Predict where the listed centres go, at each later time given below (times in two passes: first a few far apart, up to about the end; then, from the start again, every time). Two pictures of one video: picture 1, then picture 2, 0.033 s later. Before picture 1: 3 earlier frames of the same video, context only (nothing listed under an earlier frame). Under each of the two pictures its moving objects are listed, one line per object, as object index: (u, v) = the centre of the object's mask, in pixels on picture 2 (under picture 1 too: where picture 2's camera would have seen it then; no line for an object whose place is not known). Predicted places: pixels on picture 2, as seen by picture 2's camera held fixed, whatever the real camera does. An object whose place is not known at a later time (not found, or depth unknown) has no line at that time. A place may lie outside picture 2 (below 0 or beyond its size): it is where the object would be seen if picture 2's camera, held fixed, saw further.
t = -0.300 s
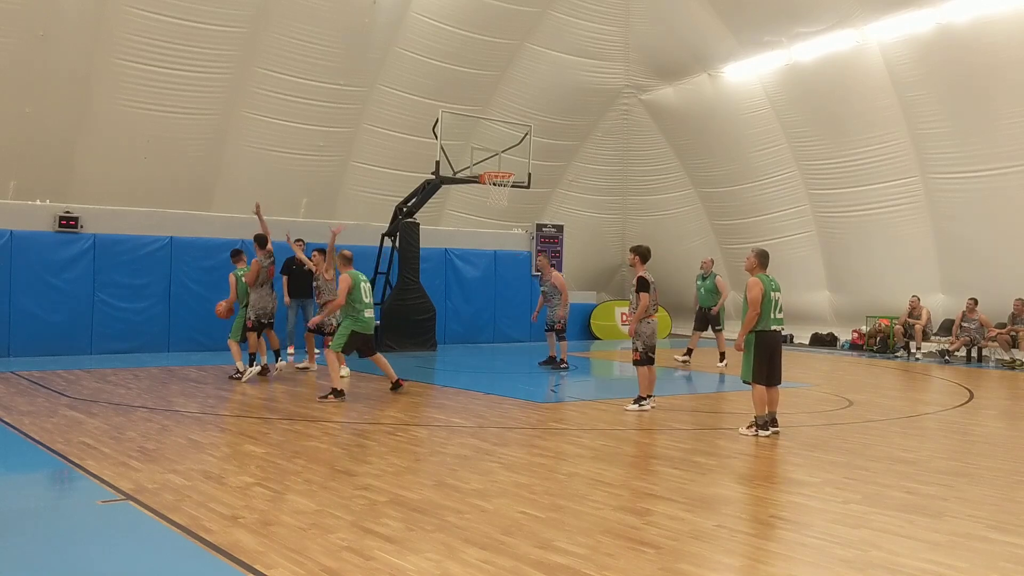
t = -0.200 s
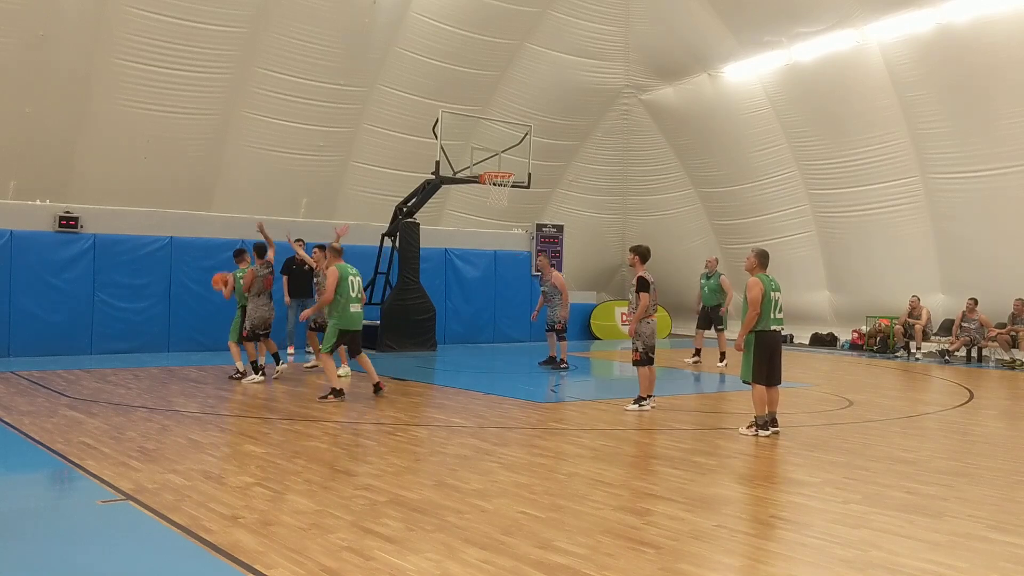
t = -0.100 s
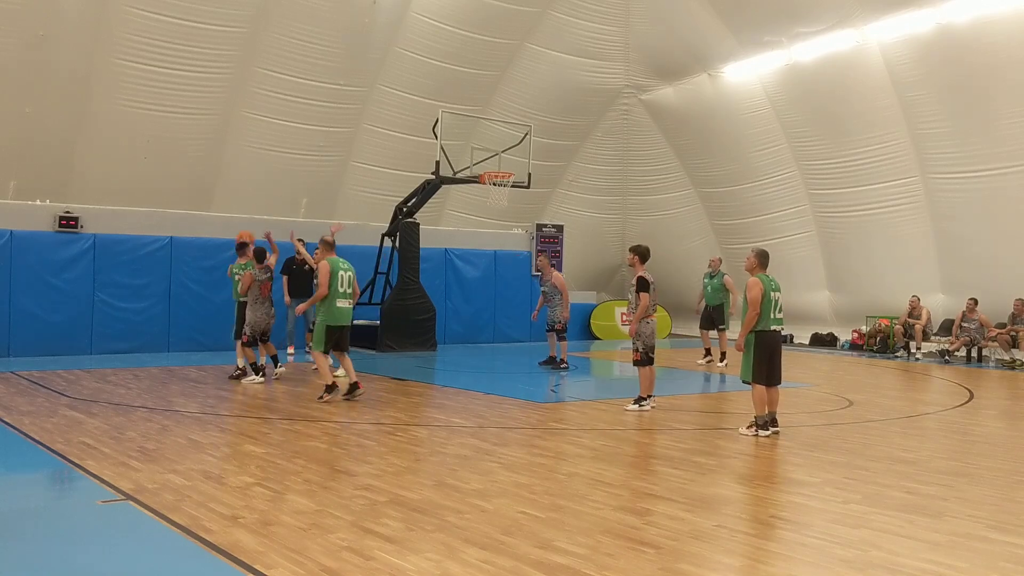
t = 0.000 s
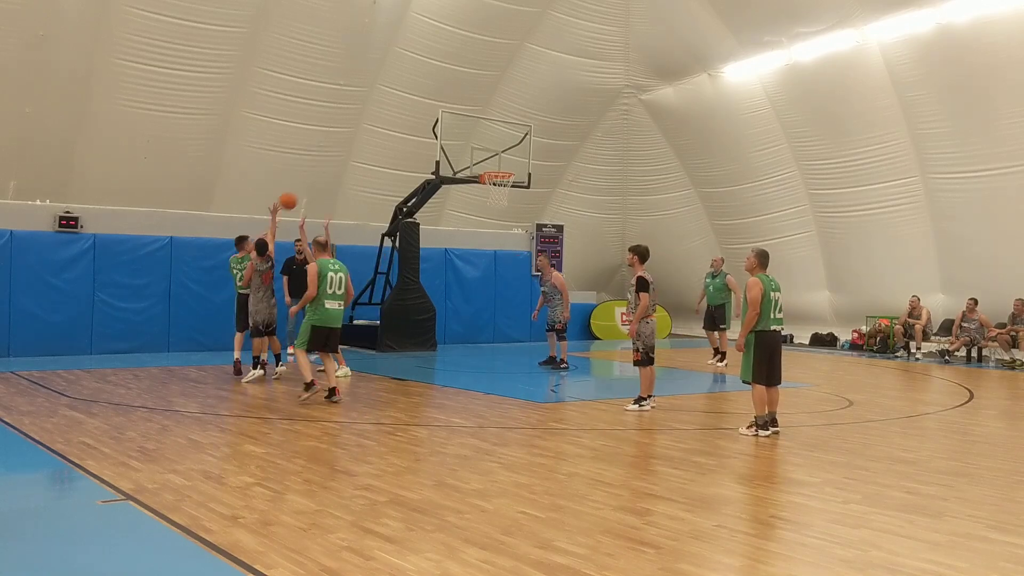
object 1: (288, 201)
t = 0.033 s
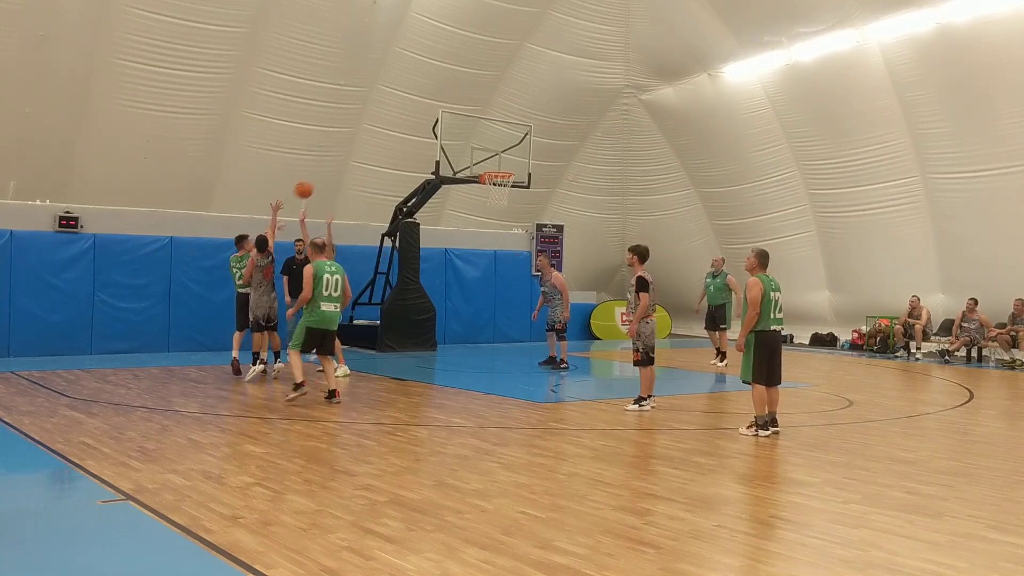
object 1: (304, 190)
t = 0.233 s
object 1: (393, 140)
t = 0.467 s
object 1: (491, 117)
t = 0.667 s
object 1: (568, 127)
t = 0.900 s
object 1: (650, 168)
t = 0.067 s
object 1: (319, 179)
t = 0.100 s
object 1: (334, 169)
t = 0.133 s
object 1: (350, 160)
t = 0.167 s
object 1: (364, 153)
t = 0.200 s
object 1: (379, 146)
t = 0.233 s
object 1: (393, 140)
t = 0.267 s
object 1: (408, 134)
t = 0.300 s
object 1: (422, 129)
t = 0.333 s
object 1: (436, 125)
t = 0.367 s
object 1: (451, 122)
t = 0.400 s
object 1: (464, 120)
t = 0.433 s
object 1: (478, 118)
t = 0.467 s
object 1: (491, 117)
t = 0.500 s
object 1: (504, 117)
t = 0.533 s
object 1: (517, 117)
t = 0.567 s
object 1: (530, 118)
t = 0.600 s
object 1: (543, 121)
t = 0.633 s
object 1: (555, 123)
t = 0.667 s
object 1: (568, 127)
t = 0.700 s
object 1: (580, 130)
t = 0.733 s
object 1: (592, 135)
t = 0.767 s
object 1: (604, 140)
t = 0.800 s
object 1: (616, 146)
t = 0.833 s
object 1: (627, 153)
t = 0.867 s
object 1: (639, 160)
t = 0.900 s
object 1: (650, 168)
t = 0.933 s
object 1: (661, 176)
